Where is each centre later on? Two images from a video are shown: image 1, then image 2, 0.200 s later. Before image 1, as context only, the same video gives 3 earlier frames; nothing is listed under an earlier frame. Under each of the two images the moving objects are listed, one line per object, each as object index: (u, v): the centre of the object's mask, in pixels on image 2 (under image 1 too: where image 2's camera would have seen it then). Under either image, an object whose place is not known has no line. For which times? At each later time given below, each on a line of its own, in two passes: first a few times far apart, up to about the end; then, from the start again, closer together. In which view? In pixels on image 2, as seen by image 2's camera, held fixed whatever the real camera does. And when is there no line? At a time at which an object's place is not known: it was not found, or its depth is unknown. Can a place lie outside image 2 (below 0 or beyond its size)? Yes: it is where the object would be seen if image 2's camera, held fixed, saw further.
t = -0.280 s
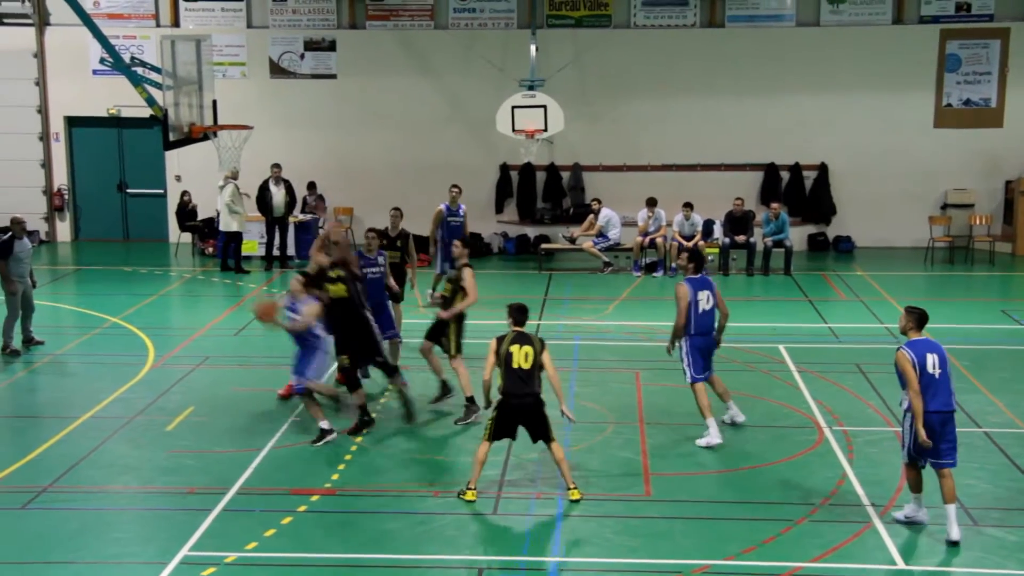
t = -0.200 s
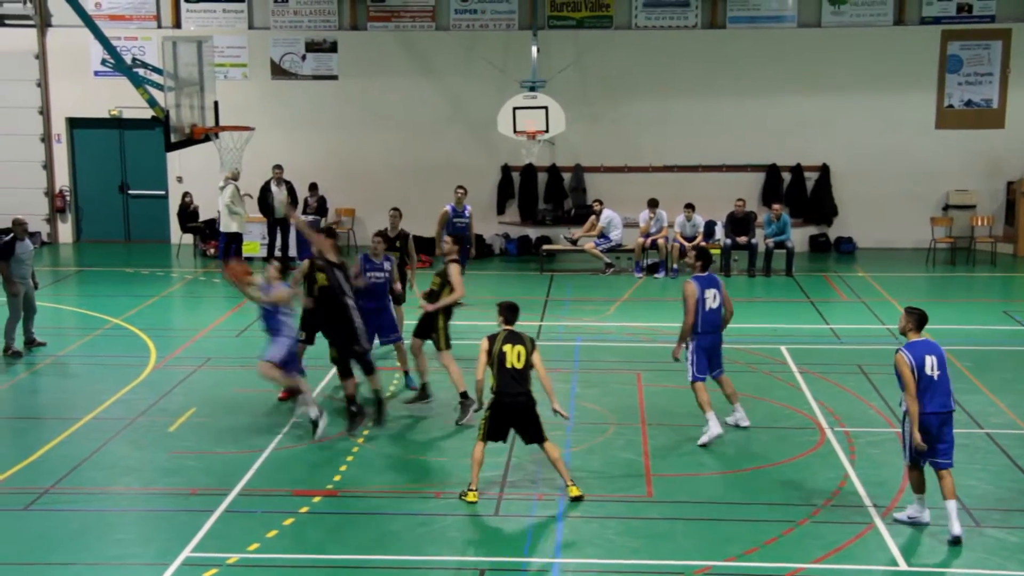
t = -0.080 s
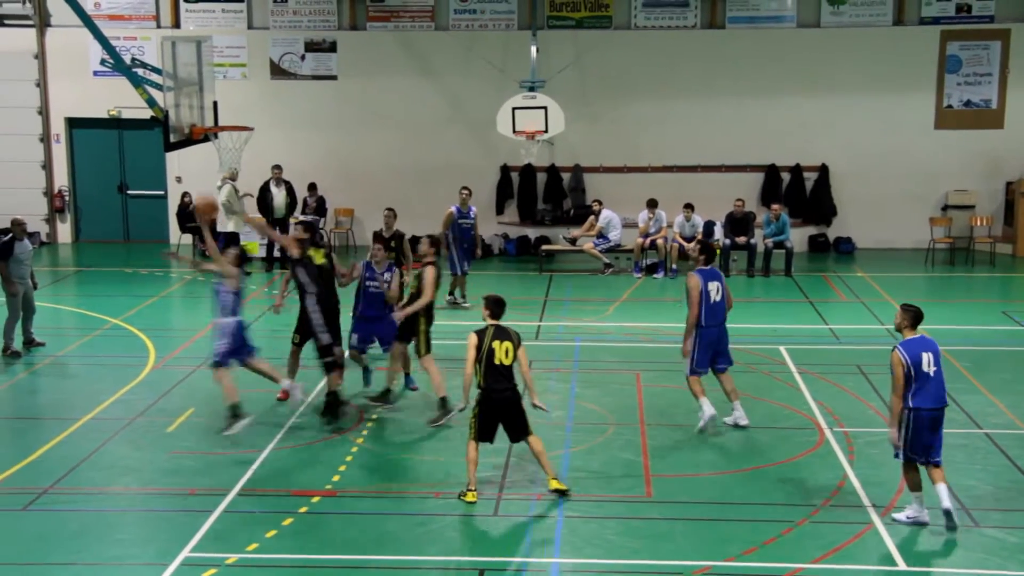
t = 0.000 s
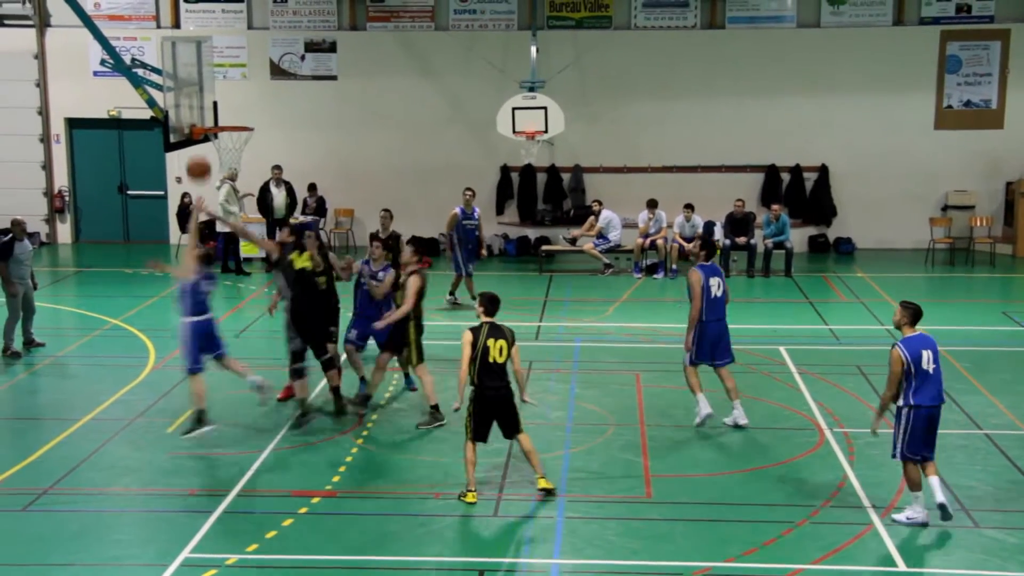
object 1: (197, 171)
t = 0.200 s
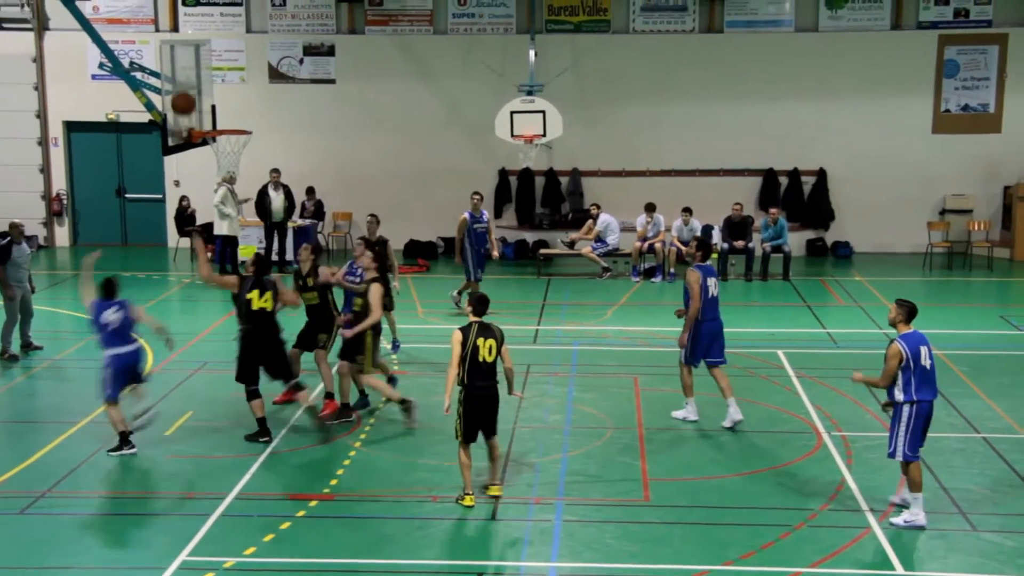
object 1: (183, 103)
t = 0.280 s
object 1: (189, 90)
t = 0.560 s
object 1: (222, 97)
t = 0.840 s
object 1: (218, 158)
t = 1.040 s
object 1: (208, 181)
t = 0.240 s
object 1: (184, 95)
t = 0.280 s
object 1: (189, 90)
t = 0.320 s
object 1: (193, 87)
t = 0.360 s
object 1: (198, 84)
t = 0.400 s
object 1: (203, 84)
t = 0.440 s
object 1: (208, 85)
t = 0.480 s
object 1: (213, 87)
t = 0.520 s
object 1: (217, 91)
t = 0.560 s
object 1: (222, 97)
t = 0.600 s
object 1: (227, 104)
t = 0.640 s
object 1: (232, 113)
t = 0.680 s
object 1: (237, 122)
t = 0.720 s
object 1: (237, 132)
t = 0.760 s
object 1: (230, 142)
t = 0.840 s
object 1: (218, 158)
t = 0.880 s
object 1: (215, 160)
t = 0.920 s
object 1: (214, 164)
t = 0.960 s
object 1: (212, 168)
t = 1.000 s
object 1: (210, 173)
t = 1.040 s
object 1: (208, 181)
